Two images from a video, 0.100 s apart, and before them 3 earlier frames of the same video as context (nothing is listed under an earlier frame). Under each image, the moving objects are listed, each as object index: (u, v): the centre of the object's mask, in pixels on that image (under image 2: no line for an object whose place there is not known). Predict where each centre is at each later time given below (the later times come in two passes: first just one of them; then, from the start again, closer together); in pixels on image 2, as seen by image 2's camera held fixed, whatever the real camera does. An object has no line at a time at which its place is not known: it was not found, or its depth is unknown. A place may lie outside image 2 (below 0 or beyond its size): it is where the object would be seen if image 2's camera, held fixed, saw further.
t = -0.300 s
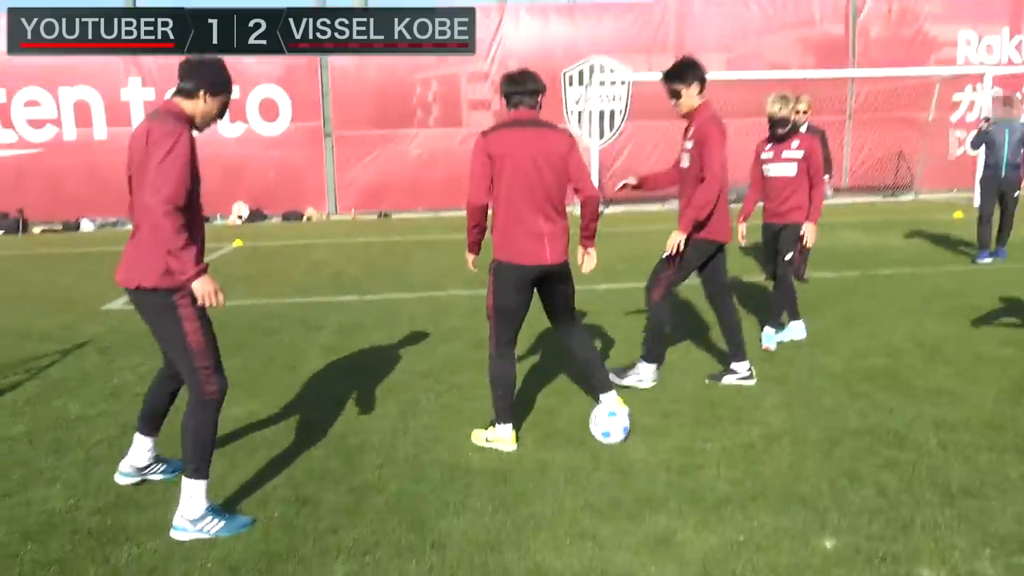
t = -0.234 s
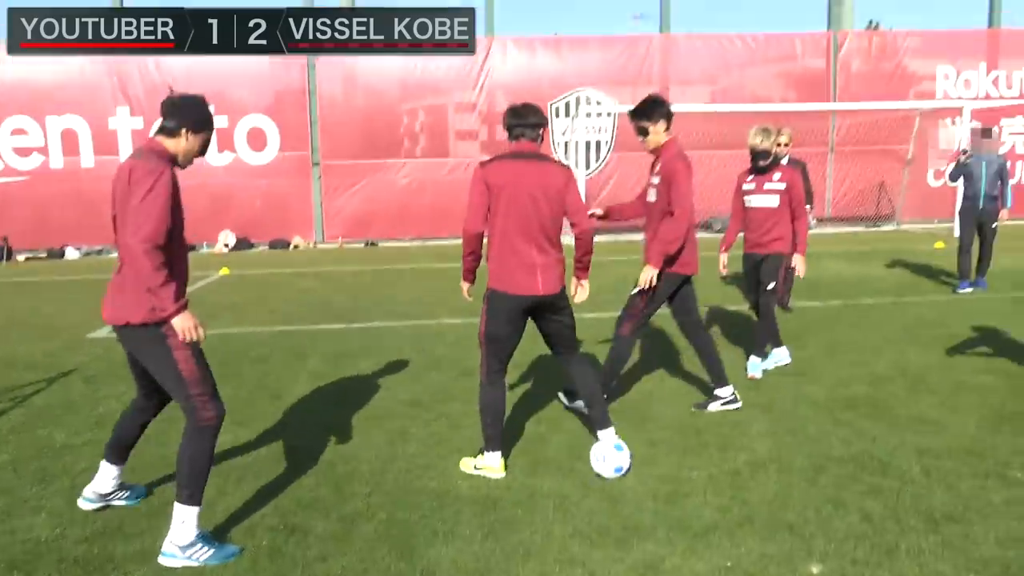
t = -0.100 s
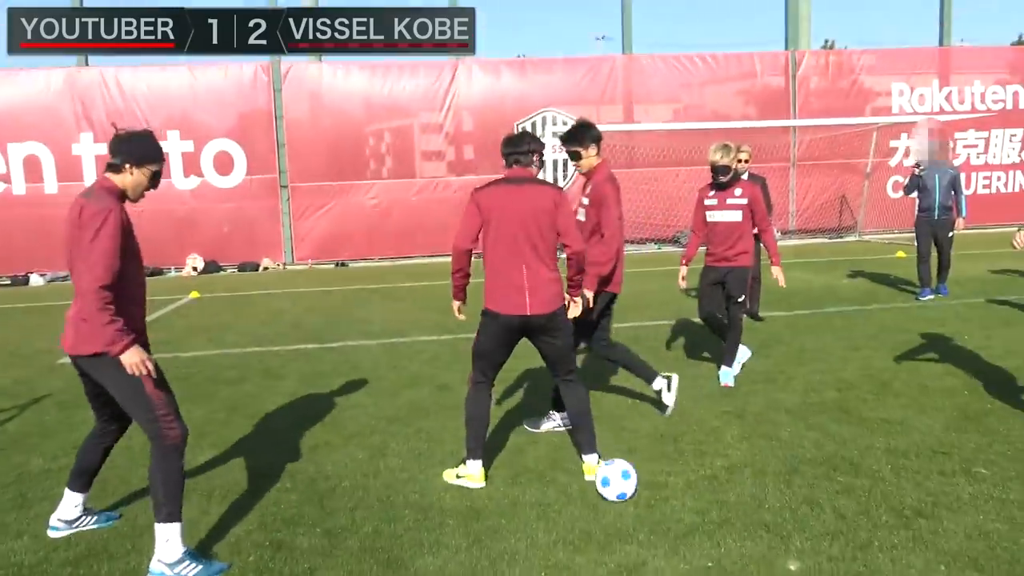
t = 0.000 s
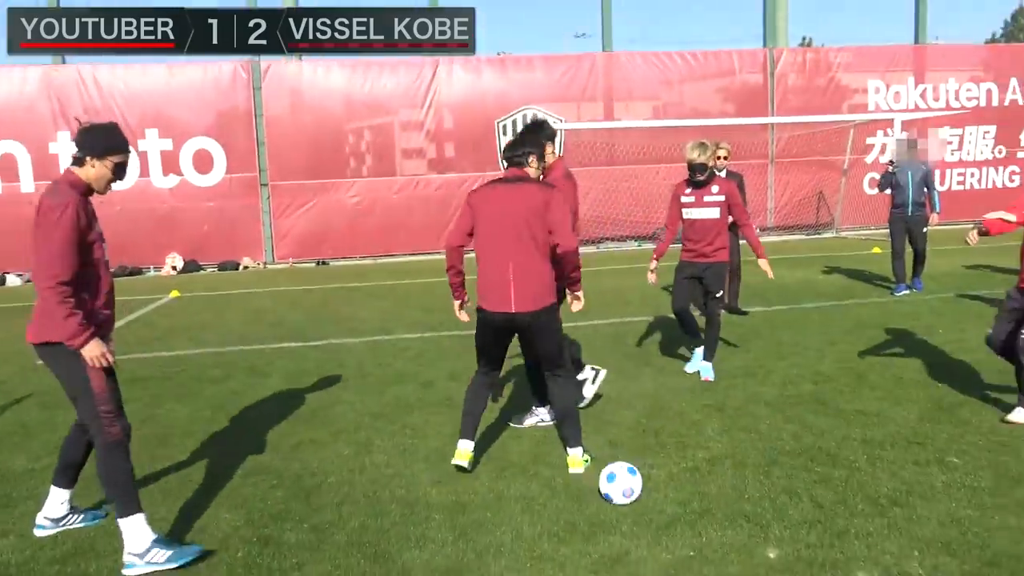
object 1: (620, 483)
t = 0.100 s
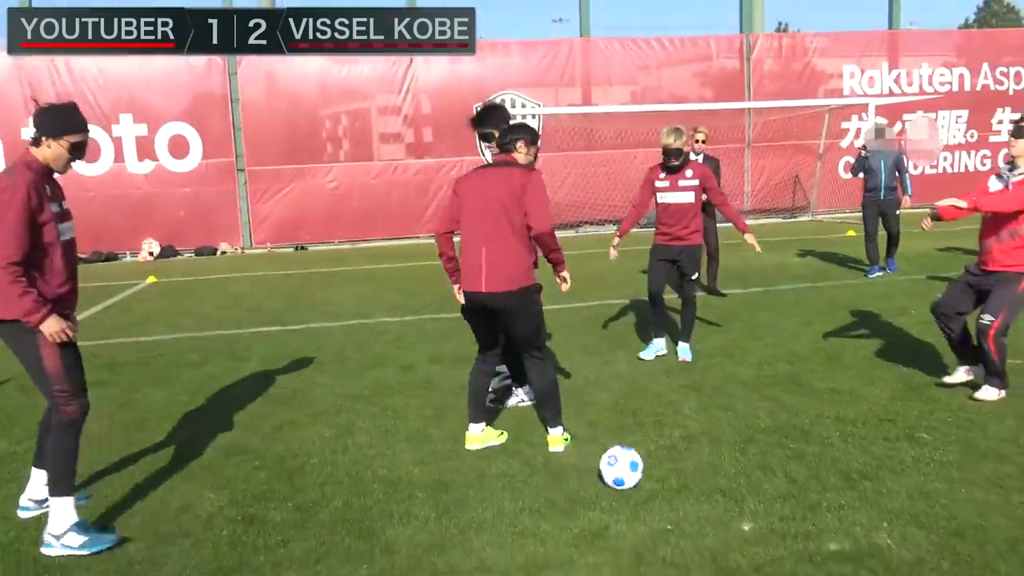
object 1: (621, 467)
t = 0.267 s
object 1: (658, 484)
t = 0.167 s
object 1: (636, 474)
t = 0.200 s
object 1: (643, 476)
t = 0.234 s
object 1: (650, 479)
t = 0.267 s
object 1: (658, 484)
